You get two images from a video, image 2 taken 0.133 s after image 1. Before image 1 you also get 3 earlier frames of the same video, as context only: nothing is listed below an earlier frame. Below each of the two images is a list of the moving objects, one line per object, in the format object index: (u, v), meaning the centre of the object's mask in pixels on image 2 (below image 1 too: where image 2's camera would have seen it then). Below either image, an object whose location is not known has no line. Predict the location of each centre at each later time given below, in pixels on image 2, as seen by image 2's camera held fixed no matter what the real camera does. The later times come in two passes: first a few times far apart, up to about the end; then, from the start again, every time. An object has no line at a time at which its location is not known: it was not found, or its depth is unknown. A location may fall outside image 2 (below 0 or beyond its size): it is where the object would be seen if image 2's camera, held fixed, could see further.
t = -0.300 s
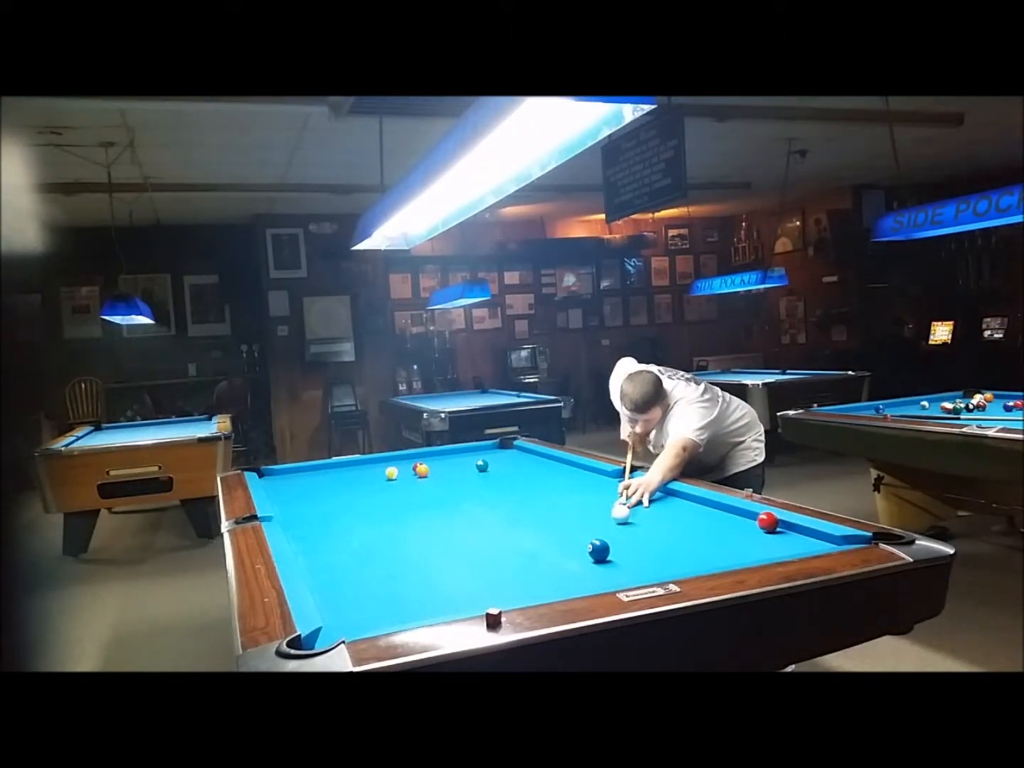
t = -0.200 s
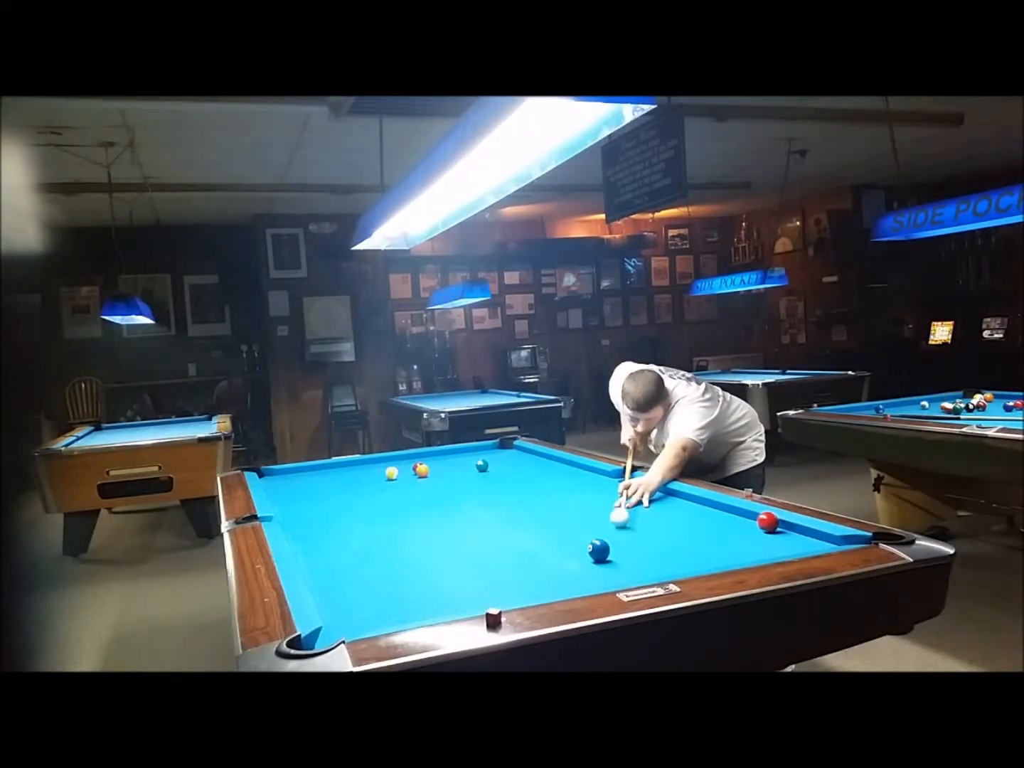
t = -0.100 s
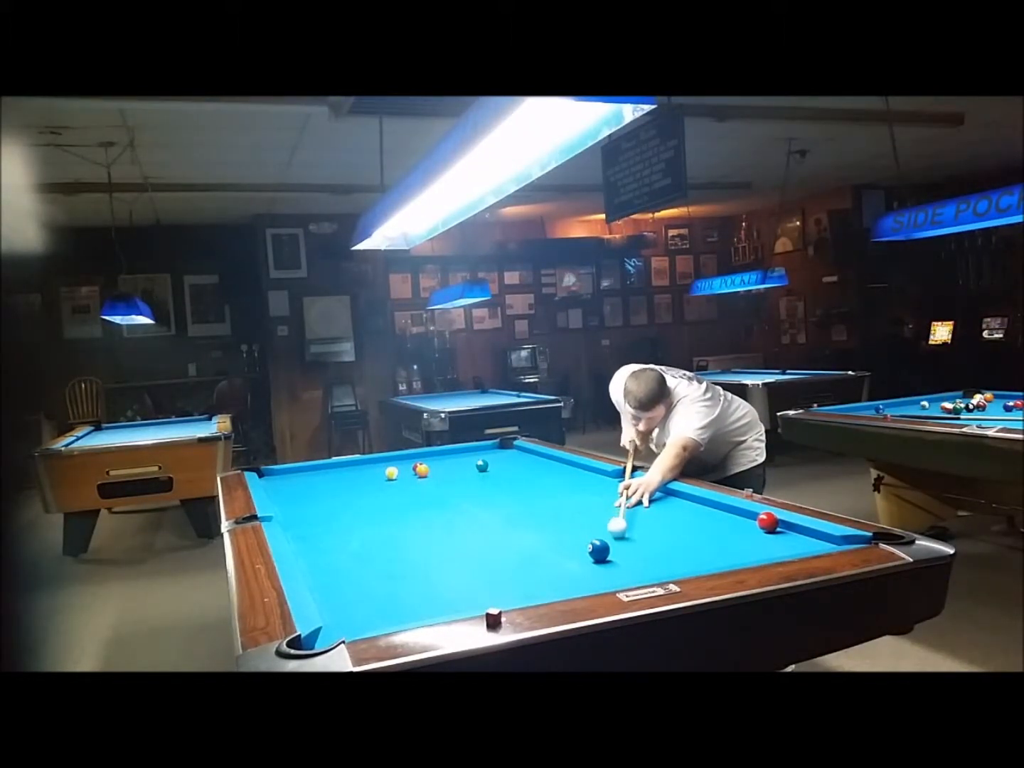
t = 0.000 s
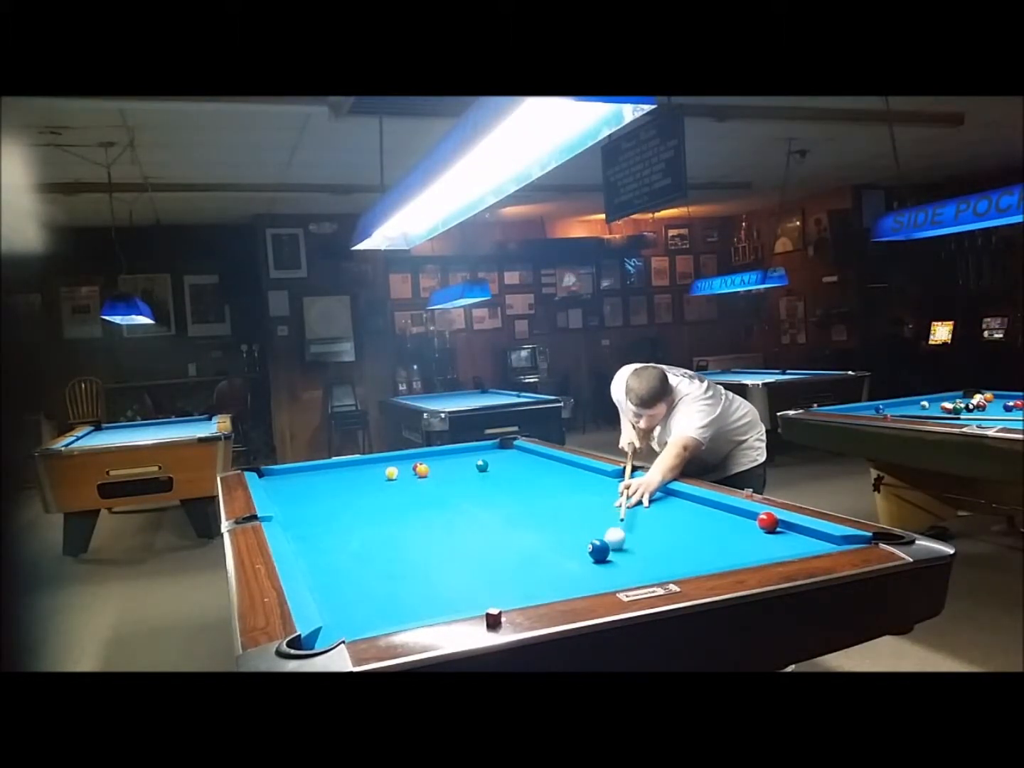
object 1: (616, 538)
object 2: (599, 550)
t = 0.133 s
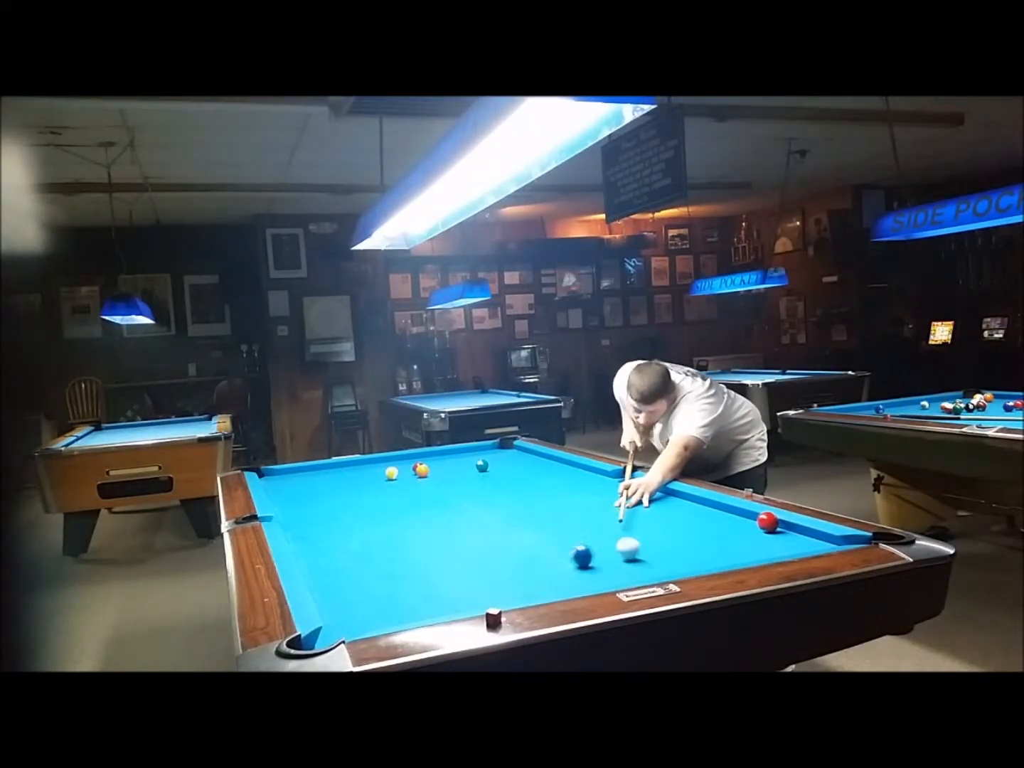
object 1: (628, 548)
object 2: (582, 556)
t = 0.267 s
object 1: (651, 556)
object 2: (560, 564)
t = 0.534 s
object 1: (690, 564)
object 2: (516, 579)
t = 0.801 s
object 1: (681, 555)
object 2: (467, 596)
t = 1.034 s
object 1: (673, 545)
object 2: (423, 609)
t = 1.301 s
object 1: (666, 535)
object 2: (368, 625)
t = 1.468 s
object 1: (662, 530)
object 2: (331, 639)
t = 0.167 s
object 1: (634, 550)
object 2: (576, 558)
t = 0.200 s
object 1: (640, 552)
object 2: (570, 560)
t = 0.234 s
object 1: (645, 554)
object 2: (566, 561)
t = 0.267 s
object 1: (651, 556)
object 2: (560, 564)
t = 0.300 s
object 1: (657, 558)
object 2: (554, 566)
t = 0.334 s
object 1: (663, 560)
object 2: (549, 568)
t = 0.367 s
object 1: (669, 562)
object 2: (543, 569)
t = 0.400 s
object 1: (675, 562)
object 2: (538, 571)
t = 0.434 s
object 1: (681, 564)
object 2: (532, 573)
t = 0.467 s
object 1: (687, 565)
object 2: (527, 575)
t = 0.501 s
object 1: (691, 565)
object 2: (521, 578)
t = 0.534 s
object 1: (690, 564)
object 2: (516, 579)
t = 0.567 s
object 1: (689, 563)
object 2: (510, 582)
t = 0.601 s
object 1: (688, 562)
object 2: (503, 583)
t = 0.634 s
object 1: (687, 561)
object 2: (498, 585)
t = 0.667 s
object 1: (686, 560)
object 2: (492, 588)
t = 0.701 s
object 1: (685, 559)
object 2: (485, 590)
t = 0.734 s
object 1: (684, 558)
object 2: (480, 592)
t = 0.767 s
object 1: (682, 557)
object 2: (473, 594)
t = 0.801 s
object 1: (681, 555)
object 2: (467, 596)
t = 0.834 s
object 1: (680, 553)
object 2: (461, 598)
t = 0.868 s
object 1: (679, 552)
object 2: (455, 599)
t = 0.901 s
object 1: (678, 551)
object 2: (449, 602)
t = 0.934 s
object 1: (677, 549)
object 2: (442, 604)
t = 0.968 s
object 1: (675, 547)
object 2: (436, 605)
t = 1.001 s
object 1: (674, 546)
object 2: (429, 607)
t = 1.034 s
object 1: (673, 545)
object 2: (423, 609)
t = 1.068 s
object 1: (672, 544)
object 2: (416, 611)
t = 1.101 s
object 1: (671, 542)
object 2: (409, 613)
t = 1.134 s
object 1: (671, 541)
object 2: (403, 615)
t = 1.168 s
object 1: (669, 540)
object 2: (396, 617)
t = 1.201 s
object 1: (669, 538)
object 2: (390, 618)
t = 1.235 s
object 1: (668, 537)
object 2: (382, 621)
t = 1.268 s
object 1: (667, 536)
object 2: (375, 623)
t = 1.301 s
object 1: (666, 535)
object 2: (368, 625)
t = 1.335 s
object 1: (665, 534)
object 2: (360, 628)
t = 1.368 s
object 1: (664, 533)
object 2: (354, 630)
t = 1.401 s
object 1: (663, 532)
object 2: (347, 632)
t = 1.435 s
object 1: (663, 531)
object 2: (339, 635)
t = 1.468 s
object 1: (662, 530)
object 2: (331, 639)
